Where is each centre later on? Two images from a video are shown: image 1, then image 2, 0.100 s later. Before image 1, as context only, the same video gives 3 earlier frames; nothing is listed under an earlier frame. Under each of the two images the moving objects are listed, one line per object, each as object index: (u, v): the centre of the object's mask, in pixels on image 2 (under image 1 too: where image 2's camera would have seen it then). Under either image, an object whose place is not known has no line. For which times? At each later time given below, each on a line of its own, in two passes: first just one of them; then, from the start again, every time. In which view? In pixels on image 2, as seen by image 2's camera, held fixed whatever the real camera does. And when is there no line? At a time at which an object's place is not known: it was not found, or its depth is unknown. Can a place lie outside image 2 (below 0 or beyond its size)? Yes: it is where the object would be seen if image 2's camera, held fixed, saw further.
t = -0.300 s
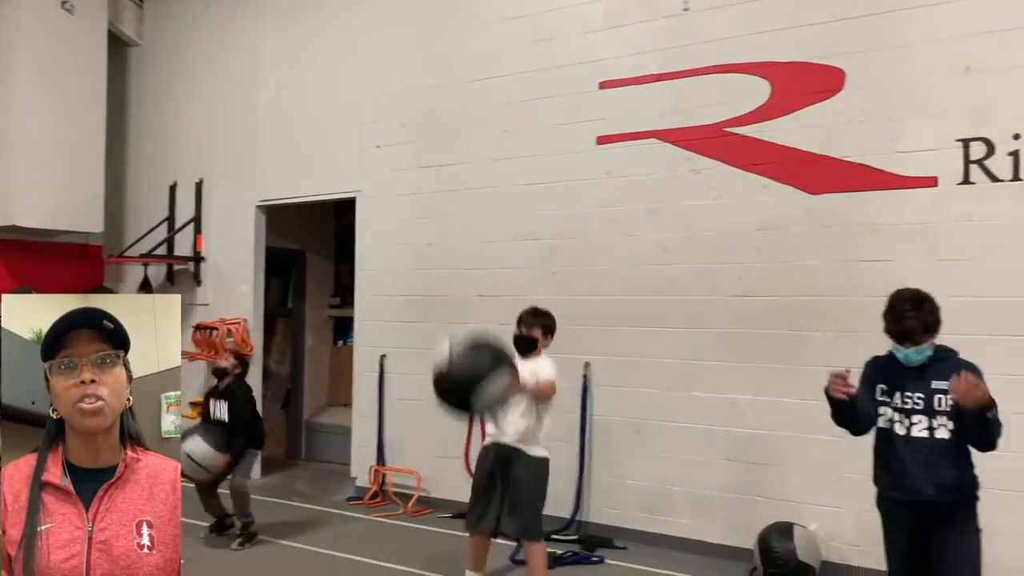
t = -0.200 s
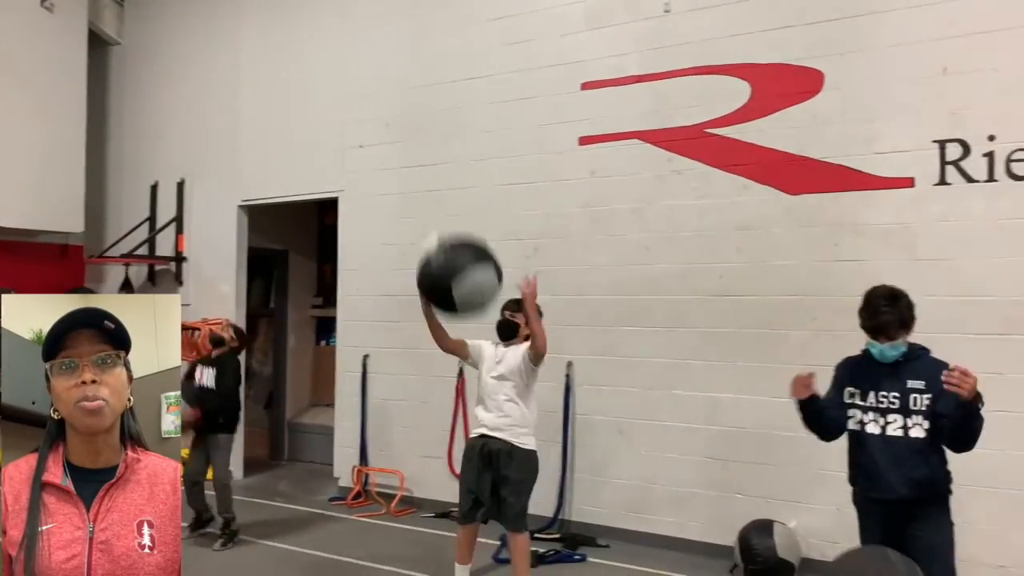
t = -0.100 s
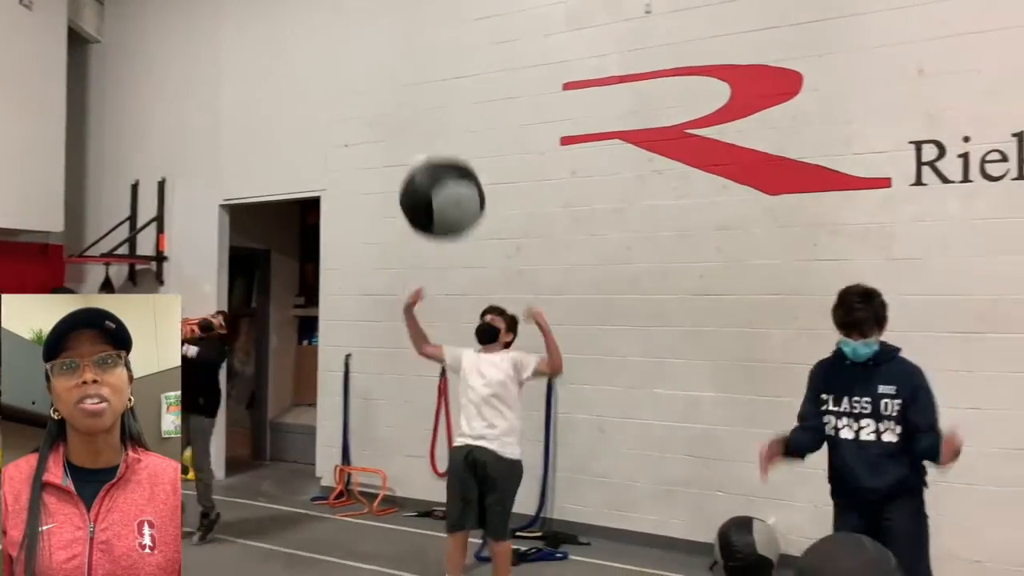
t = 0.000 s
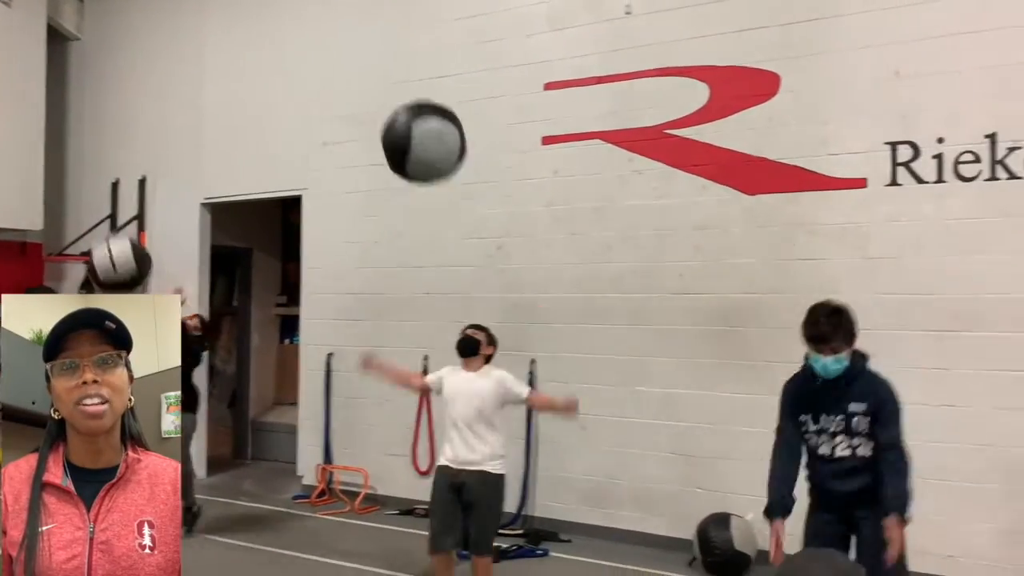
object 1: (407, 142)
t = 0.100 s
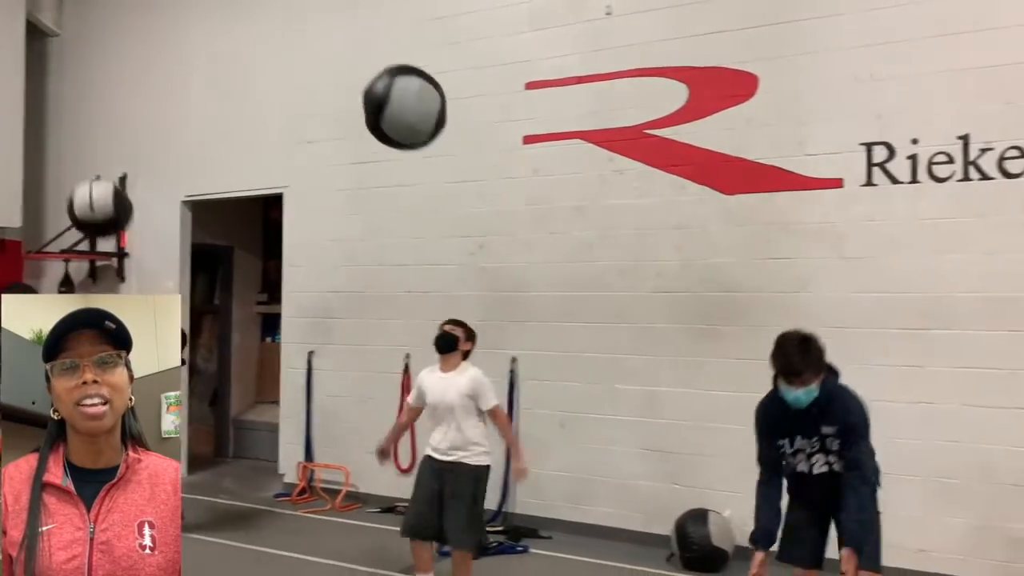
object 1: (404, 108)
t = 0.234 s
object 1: (401, 96)
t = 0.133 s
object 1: (403, 101)
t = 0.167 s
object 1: (403, 97)
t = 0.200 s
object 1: (401, 95)
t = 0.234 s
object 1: (401, 96)
